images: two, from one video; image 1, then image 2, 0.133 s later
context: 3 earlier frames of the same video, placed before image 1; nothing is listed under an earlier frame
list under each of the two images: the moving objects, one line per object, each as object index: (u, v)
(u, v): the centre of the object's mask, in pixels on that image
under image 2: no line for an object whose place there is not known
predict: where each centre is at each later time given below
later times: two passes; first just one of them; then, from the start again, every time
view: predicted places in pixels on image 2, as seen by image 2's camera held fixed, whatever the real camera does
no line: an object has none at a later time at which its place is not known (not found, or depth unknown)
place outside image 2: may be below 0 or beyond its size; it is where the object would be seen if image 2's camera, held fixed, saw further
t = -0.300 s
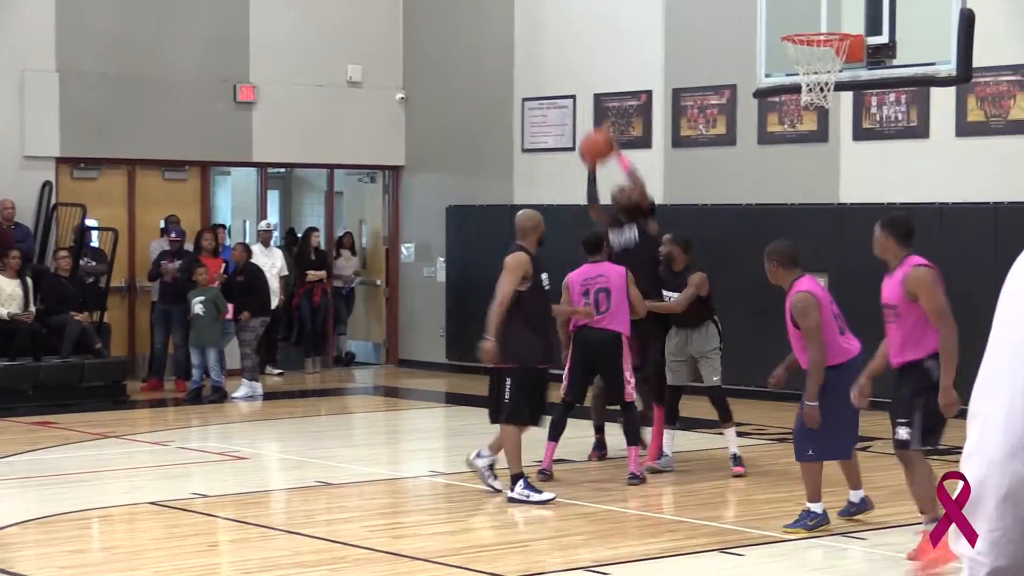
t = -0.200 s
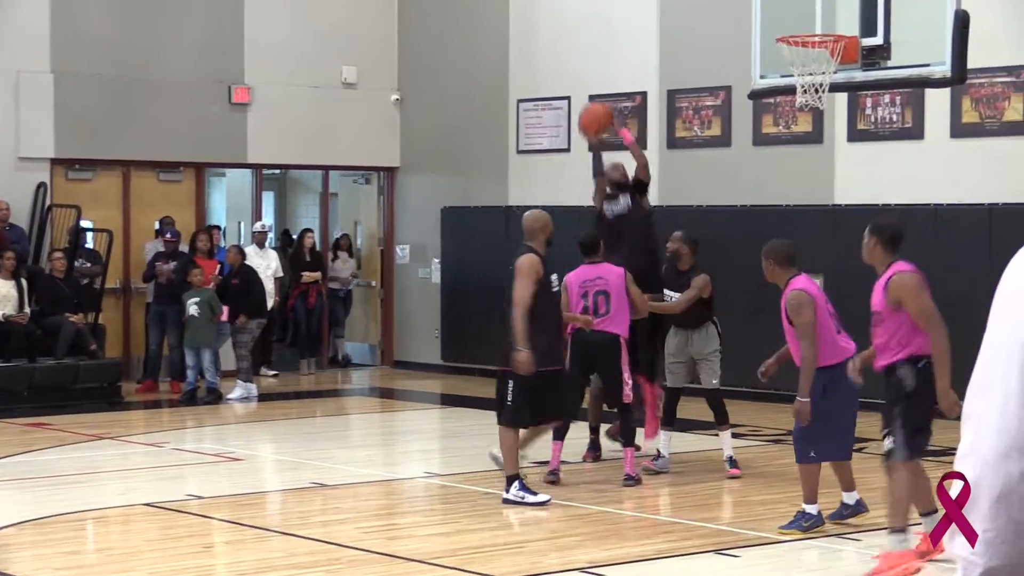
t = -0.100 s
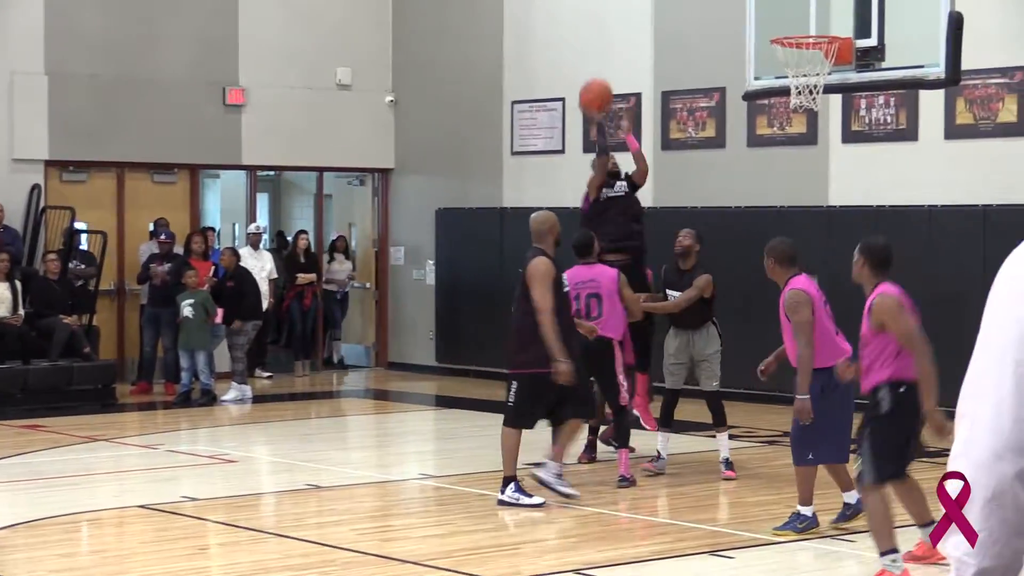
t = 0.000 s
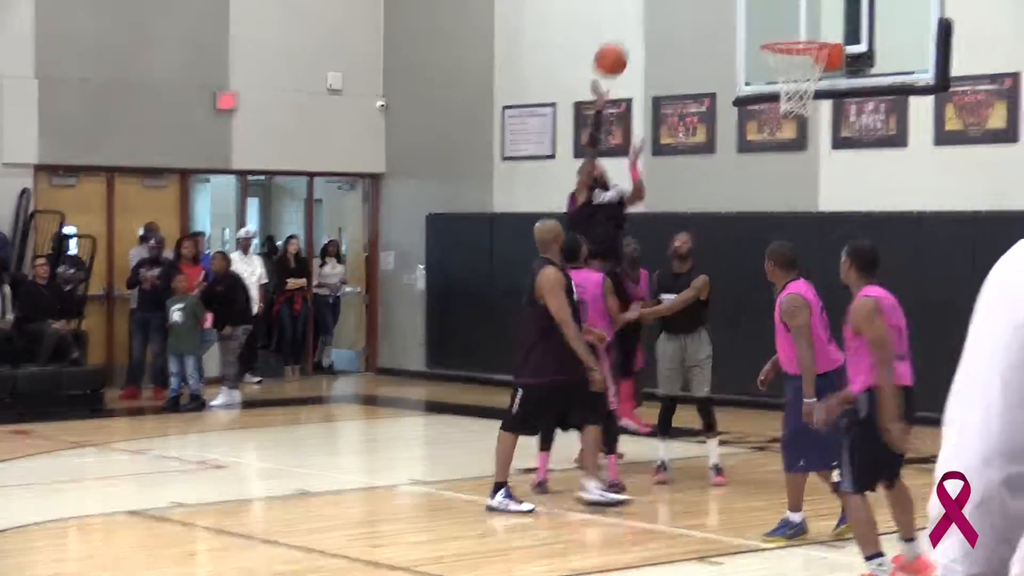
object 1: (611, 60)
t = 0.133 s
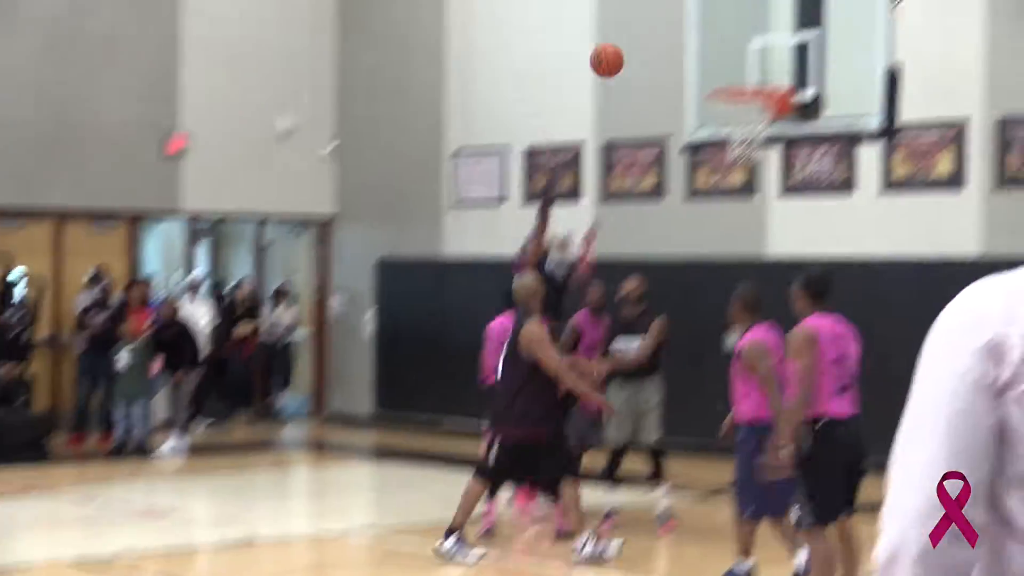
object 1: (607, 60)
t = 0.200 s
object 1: (626, 47)
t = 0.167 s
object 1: (616, 53)
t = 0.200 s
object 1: (626, 47)
